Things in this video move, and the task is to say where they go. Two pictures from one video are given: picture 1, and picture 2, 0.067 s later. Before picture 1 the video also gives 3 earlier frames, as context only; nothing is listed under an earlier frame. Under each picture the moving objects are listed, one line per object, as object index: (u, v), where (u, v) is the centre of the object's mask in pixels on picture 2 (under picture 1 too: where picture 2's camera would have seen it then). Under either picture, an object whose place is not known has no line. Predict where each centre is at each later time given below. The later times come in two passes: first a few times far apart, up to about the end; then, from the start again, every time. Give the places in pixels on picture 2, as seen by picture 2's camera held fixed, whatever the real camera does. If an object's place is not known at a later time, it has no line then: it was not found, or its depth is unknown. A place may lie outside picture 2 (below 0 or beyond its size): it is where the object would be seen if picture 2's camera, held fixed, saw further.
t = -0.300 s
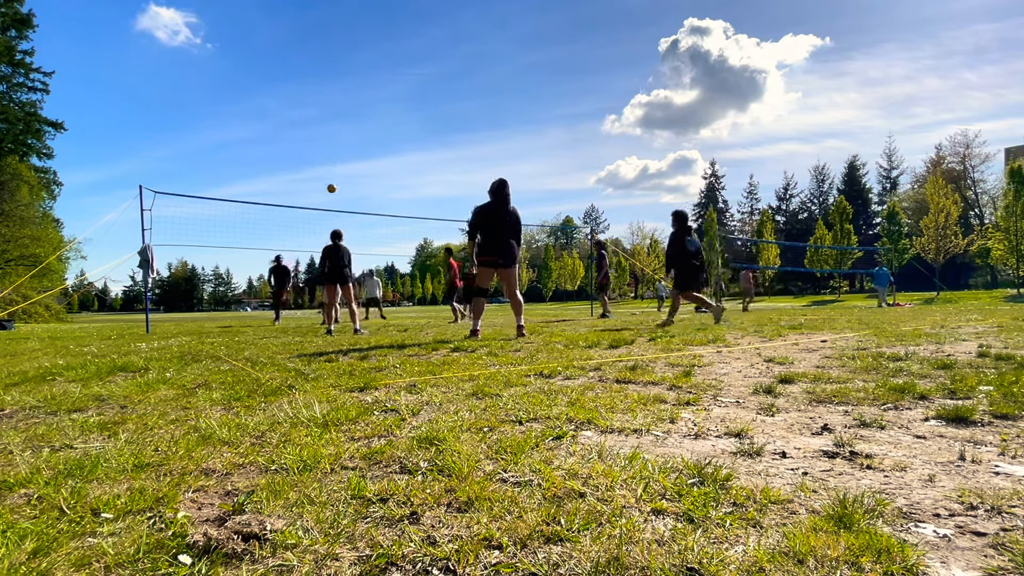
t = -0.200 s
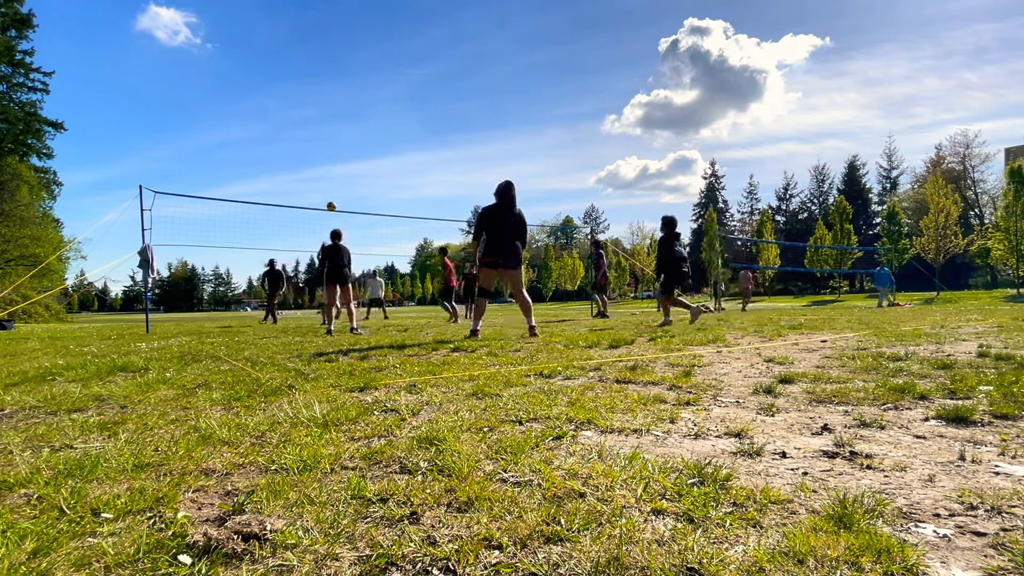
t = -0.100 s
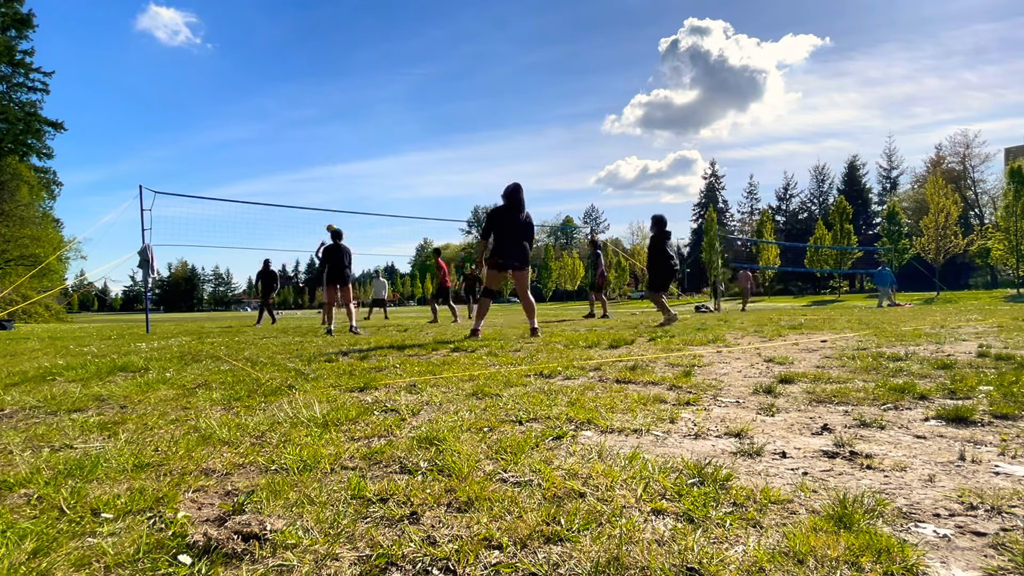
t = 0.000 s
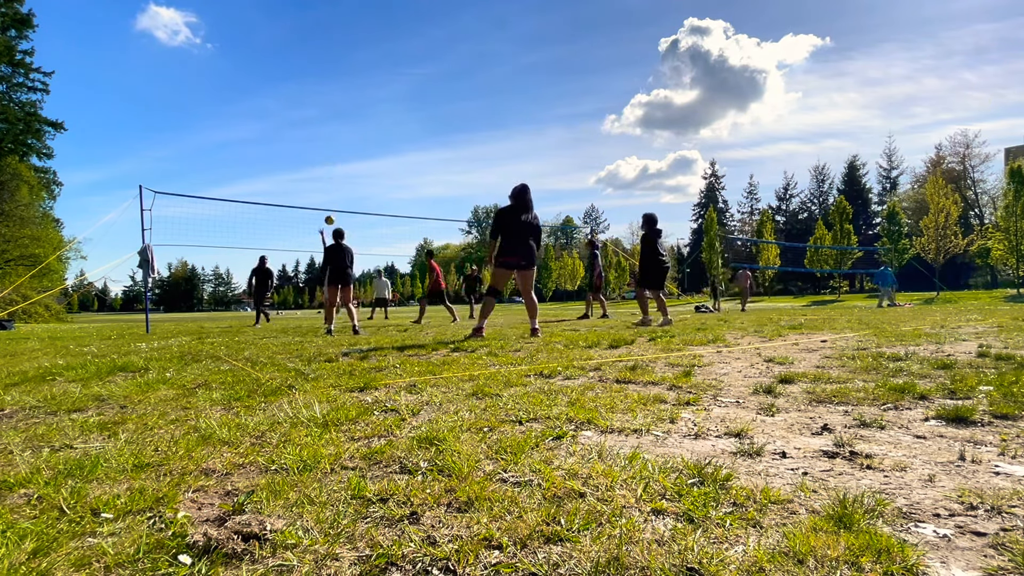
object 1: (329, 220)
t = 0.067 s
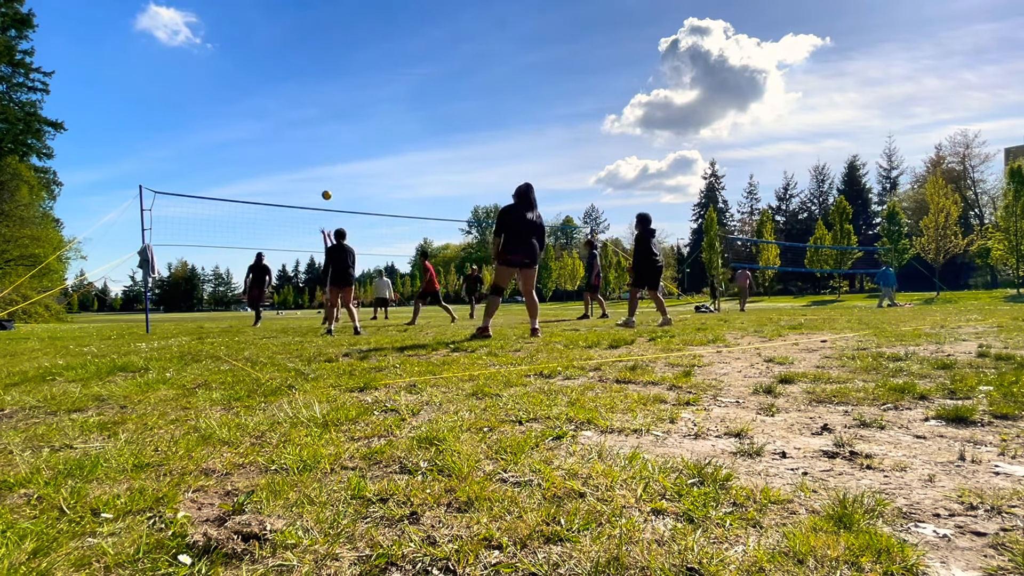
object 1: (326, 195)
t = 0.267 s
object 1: (318, 133)
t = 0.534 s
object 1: (307, 77)
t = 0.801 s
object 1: (296, 55)
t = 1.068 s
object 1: (286, 64)
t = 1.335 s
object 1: (275, 105)
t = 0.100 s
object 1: (325, 183)
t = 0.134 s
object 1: (323, 172)
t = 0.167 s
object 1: (322, 161)
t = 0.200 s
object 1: (321, 151)
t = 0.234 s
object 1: (319, 141)
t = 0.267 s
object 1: (318, 133)
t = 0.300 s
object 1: (316, 124)
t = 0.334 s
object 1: (315, 116)
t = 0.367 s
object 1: (313, 108)
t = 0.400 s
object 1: (312, 101)
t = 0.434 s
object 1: (311, 94)
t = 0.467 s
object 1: (309, 88)
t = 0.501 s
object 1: (308, 83)
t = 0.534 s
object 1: (307, 77)
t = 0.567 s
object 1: (306, 73)
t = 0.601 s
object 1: (304, 69)
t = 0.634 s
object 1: (303, 66)
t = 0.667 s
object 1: (301, 62)
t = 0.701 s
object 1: (300, 60)
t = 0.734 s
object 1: (299, 58)
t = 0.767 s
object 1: (298, 56)
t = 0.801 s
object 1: (296, 55)
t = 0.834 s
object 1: (295, 55)
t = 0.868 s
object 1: (294, 54)
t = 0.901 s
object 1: (292, 55)
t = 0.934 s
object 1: (291, 56)
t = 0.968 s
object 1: (290, 57)
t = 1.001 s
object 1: (288, 59)
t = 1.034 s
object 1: (287, 61)
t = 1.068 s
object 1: (286, 64)
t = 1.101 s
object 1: (284, 68)
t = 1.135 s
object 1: (283, 72)
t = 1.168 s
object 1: (282, 76)
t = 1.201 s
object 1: (281, 81)
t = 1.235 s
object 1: (279, 86)
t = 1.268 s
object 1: (278, 92)
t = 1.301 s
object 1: (277, 98)
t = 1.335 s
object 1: (275, 105)
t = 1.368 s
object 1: (274, 113)
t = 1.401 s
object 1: (273, 120)
